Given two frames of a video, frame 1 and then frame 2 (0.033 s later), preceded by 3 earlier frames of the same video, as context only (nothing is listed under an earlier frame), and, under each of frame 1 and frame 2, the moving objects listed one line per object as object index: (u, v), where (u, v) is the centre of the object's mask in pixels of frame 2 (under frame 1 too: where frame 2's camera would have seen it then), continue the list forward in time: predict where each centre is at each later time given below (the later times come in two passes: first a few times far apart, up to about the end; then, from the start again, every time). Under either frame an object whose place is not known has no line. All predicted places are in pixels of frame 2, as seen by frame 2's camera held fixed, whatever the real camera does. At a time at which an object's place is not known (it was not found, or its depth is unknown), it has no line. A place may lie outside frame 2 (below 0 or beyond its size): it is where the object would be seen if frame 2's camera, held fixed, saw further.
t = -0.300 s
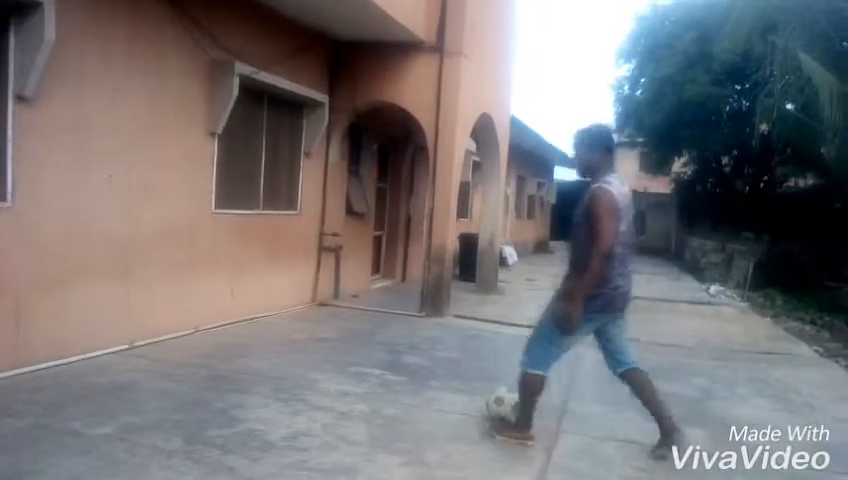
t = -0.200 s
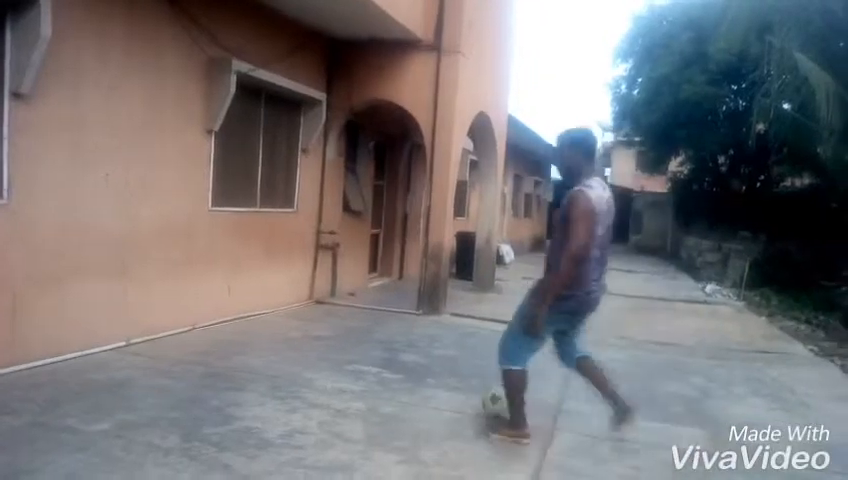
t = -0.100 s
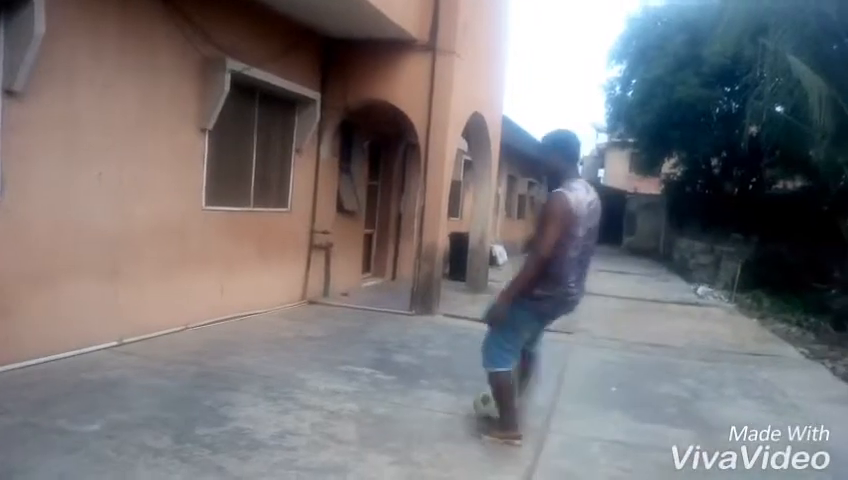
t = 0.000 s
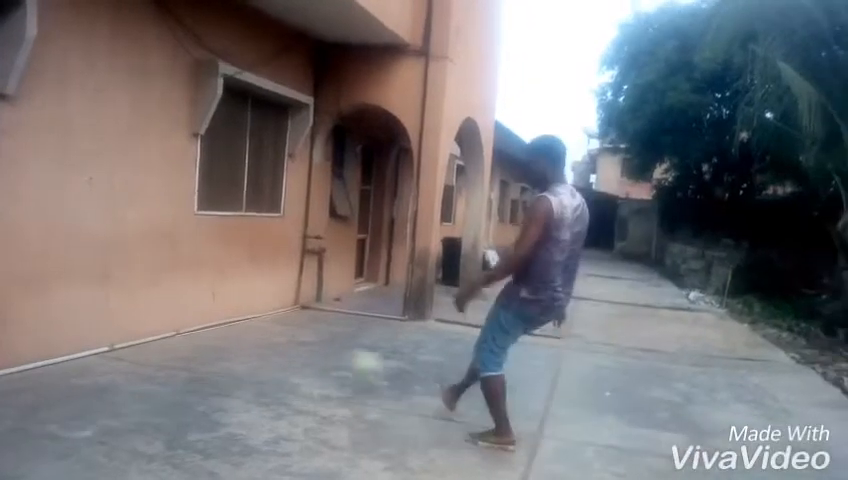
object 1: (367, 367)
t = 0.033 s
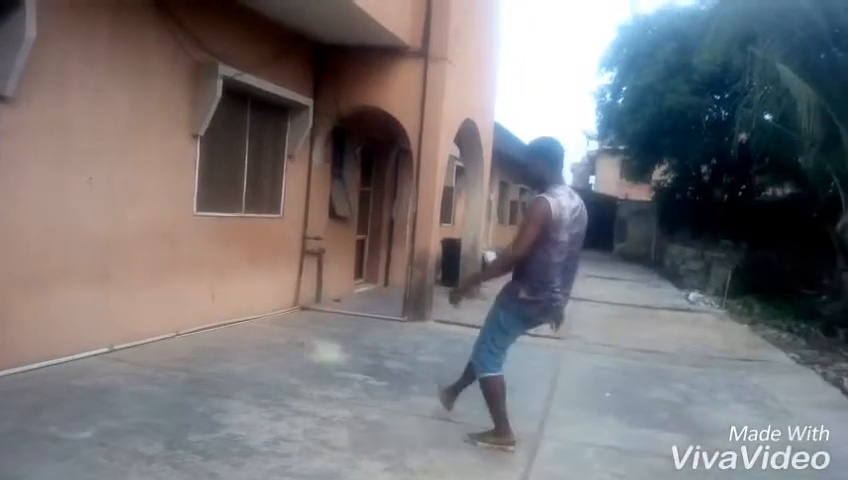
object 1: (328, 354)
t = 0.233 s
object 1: (124, 338)
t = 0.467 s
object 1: (195, 257)
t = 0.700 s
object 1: (270, 247)
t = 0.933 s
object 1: (340, 309)
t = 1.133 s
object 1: (371, 327)
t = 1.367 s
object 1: (373, 287)
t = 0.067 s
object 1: (291, 347)
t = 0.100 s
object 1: (254, 342)
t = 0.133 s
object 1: (222, 338)
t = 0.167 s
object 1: (188, 337)
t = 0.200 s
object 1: (158, 337)
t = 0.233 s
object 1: (124, 338)
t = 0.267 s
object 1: (128, 325)
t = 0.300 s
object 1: (139, 308)
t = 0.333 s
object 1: (151, 295)
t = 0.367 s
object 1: (163, 284)
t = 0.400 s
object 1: (173, 274)
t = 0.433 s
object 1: (185, 265)
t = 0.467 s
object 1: (195, 257)
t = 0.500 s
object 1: (207, 251)
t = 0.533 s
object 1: (217, 248)
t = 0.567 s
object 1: (227, 245)
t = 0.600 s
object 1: (237, 243)
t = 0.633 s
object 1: (248, 243)
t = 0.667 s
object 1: (258, 245)
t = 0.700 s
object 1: (270, 247)
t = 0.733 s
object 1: (280, 251)
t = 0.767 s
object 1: (289, 257)
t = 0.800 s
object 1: (299, 266)
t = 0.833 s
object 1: (311, 273)
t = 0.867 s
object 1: (323, 285)
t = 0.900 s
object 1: (330, 296)
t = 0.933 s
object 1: (340, 309)
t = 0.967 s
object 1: (349, 321)
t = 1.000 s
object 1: (359, 340)
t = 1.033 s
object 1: (369, 360)
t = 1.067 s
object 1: (370, 351)
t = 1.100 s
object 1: (371, 339)
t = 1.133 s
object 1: (371, 327)
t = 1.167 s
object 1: (372, 317)
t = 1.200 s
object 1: (372, 307)
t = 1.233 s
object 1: (373, 301)
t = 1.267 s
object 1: (372, 296)
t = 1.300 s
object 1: (372, 290)
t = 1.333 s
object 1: (373, 288)
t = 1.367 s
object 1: (373, 287)
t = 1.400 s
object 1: (374, 287)
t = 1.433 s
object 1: (373, 288)
